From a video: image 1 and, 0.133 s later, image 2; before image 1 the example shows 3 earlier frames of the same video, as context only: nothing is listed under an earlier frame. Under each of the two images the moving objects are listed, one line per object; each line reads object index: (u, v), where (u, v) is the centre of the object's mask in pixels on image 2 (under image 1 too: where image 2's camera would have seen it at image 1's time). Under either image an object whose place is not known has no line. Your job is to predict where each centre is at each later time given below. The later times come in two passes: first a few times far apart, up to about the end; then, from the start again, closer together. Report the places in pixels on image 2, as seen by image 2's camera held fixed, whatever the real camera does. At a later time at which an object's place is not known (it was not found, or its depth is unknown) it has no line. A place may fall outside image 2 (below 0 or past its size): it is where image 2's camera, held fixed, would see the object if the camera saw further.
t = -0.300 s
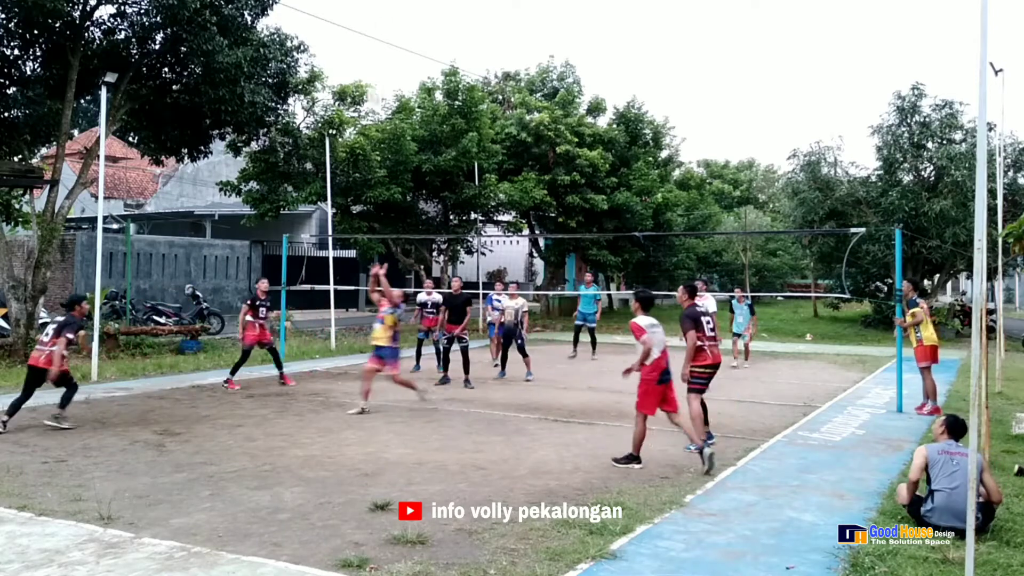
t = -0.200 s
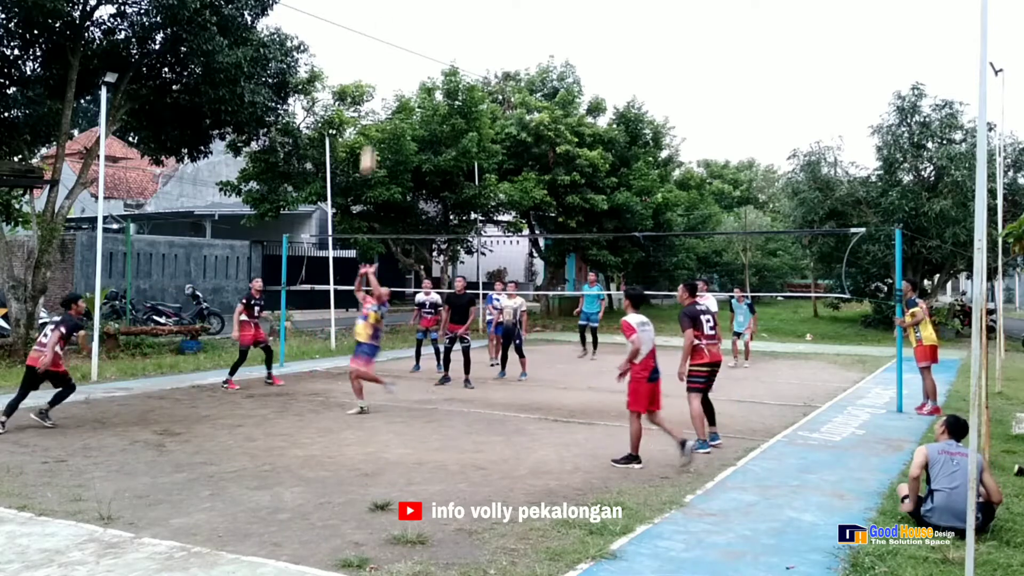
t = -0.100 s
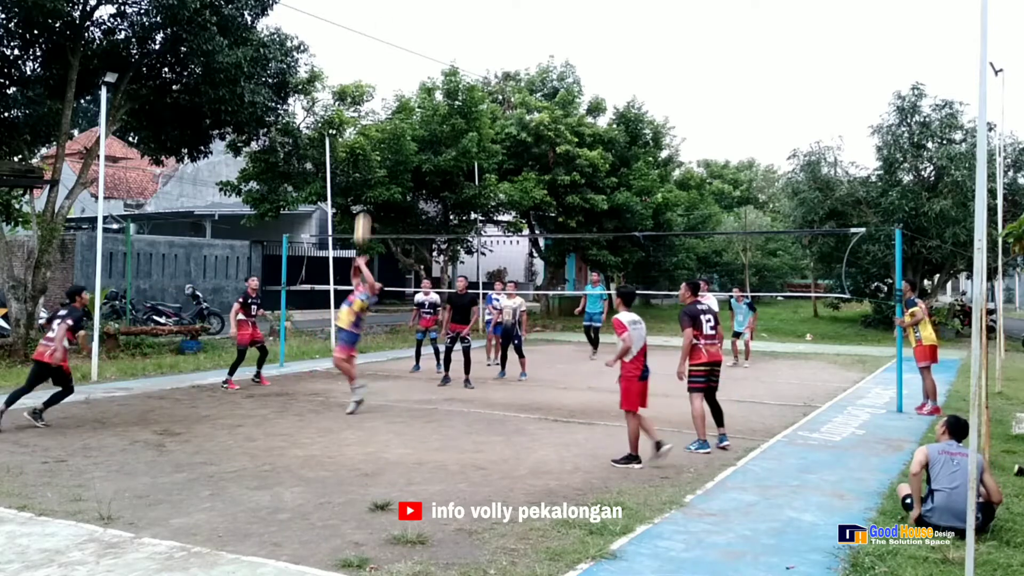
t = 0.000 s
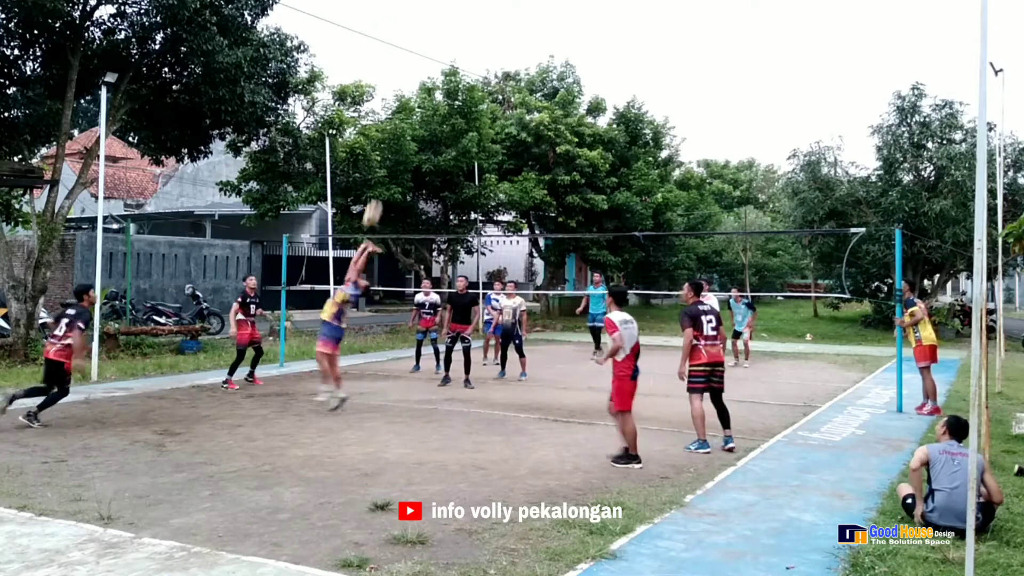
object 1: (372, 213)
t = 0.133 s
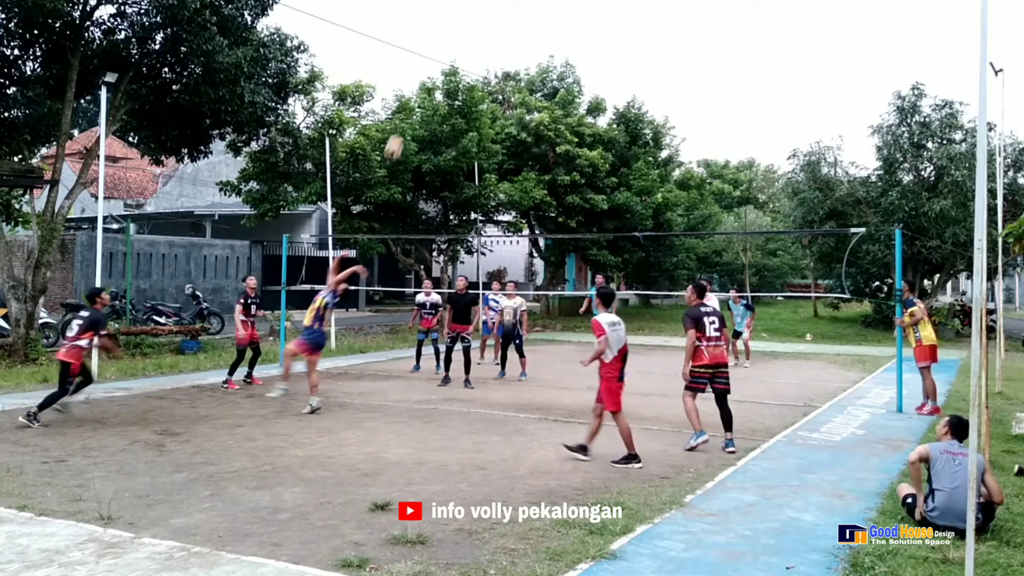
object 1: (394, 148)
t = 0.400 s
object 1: (436, 58)
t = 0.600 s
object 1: (466, 25)
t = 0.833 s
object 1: (498, 26)
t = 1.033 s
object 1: (526, 56)
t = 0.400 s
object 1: (436, 58)
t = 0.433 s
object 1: (442, 51)
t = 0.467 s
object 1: (447, 44)
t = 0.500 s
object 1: (452, 38)
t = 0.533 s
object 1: (457, 33)
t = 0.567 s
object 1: (461, 29)
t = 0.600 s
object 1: (466, 25)
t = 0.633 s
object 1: (470, 23)
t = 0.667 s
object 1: (475, 21)
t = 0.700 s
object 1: (480, 20)
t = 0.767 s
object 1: (489, 21)
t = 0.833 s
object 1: (498, 26)
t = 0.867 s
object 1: (503, 28)
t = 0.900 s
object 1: (507, 32)
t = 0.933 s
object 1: (512, 37)
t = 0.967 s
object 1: (517, 42)
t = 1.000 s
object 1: (522, 48)
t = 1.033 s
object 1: (526, 56)
